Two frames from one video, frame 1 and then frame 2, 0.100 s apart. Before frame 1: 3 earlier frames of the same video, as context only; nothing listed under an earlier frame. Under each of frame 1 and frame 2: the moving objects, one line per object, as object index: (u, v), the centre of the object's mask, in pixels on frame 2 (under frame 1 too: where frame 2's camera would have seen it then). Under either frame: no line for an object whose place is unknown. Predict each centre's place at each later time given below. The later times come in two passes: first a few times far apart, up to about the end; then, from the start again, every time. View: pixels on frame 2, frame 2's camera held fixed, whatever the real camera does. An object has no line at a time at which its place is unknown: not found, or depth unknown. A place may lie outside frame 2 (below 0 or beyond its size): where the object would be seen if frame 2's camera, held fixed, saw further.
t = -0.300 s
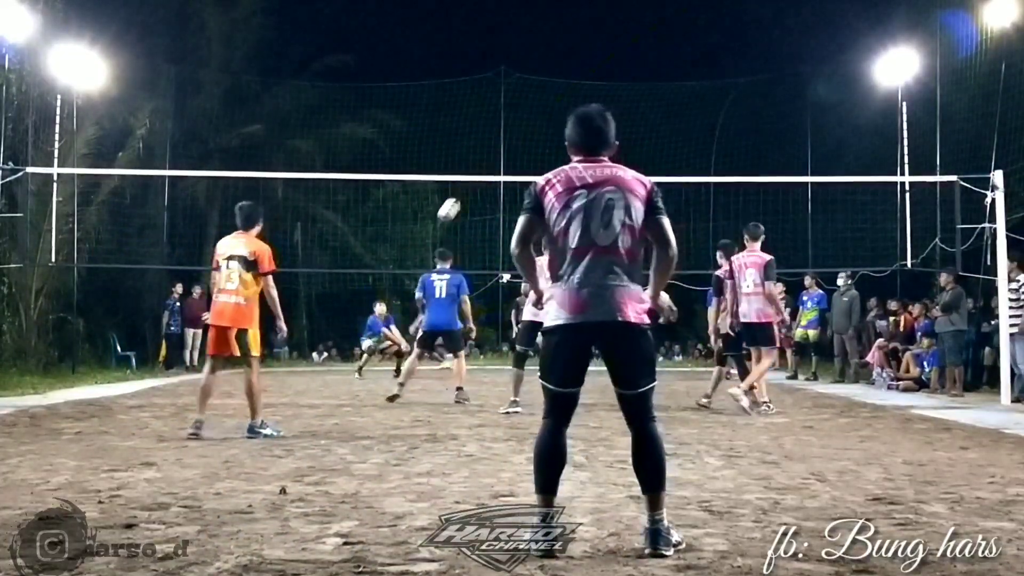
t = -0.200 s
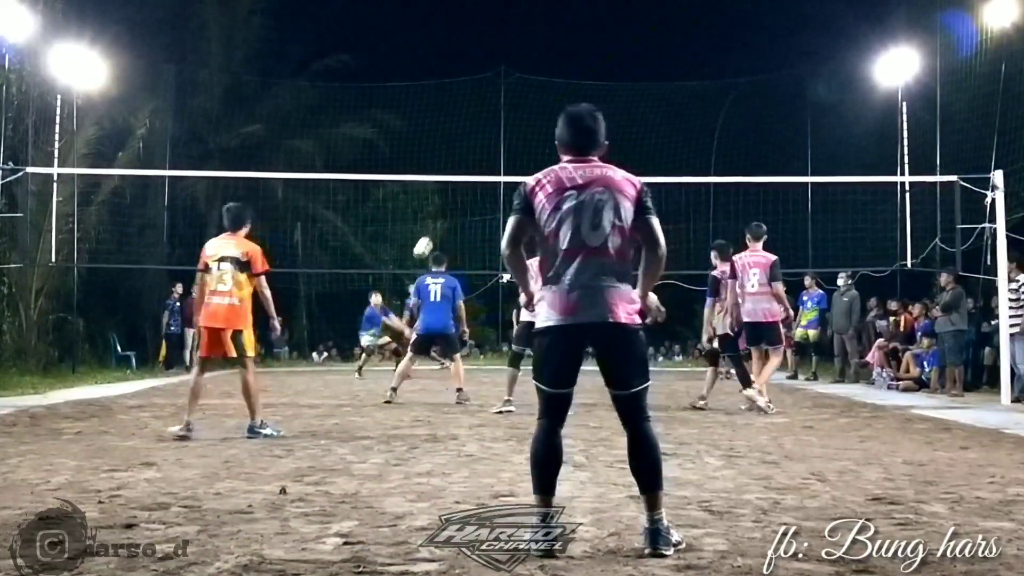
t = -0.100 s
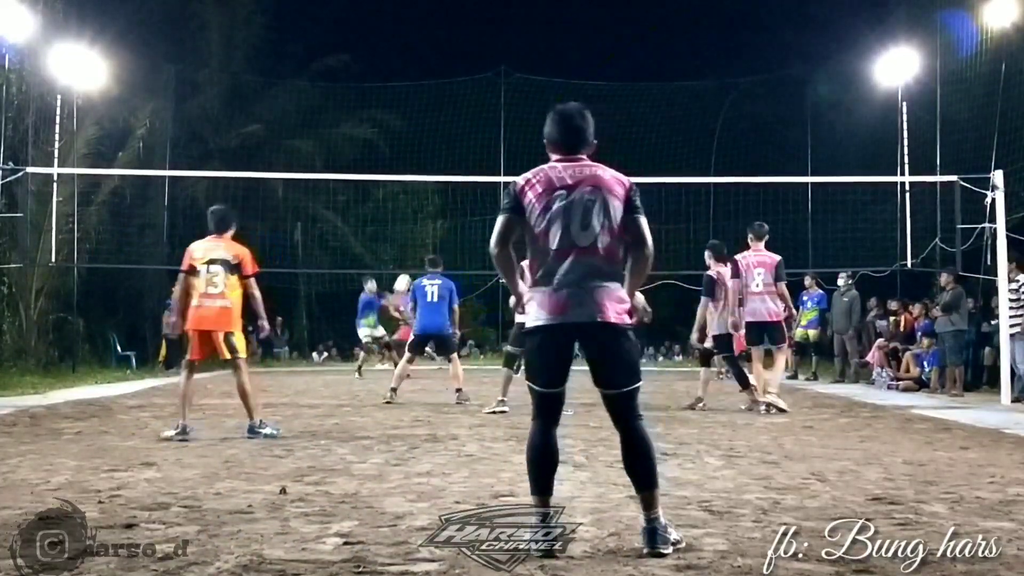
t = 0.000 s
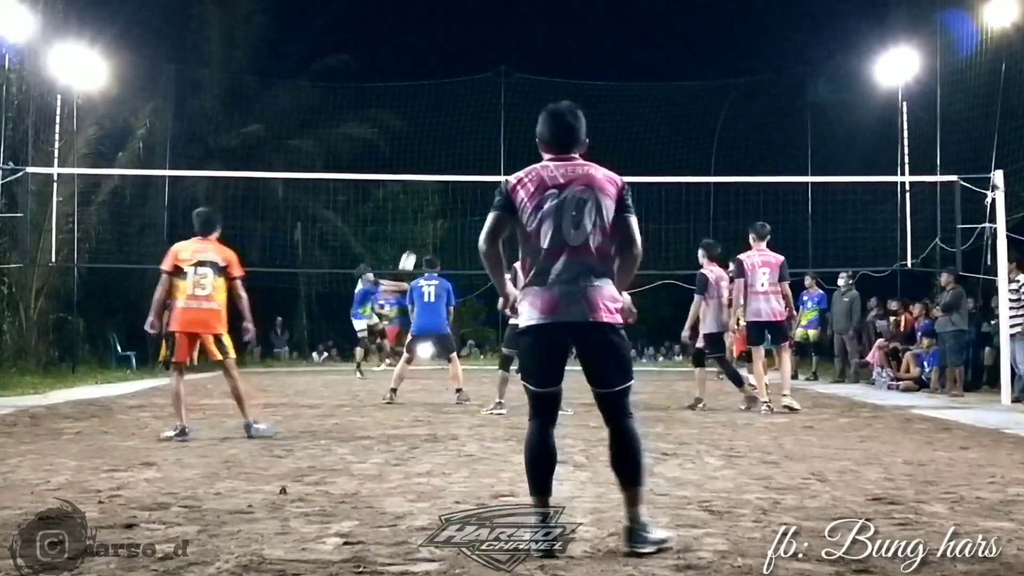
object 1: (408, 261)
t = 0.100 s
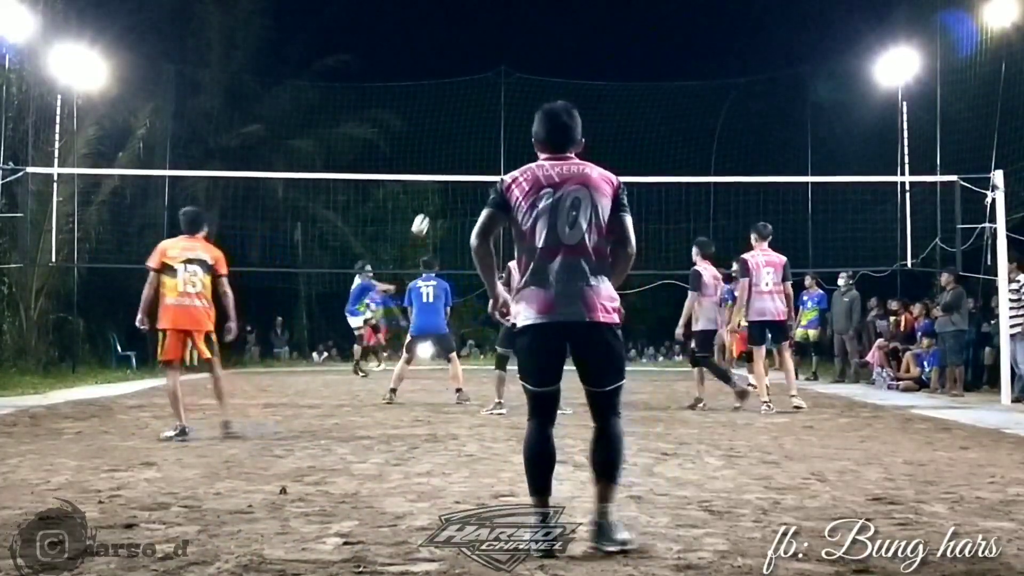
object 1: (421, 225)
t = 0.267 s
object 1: (443, 176)
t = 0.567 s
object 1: (483, 134)
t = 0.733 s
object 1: (503, 135)
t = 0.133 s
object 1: (424, 214)
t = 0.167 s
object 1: (429, 204)
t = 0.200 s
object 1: (433, 194)
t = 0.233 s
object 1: (437, 186)
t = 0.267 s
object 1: (443, 176)
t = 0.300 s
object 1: (447, 168)
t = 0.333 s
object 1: (451, 162)
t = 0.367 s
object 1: (456, 156)
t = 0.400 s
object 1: (460, 150)
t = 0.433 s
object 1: (465, 145)
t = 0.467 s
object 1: (469, 142)
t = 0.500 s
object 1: (474, 138)
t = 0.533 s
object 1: (479, 136)
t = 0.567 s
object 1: (483, 134)
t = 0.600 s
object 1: (488, 133)
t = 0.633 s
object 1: (492, 132)
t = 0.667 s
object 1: (498, 133)
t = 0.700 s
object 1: (502, 134)
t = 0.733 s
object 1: (503, 135)
